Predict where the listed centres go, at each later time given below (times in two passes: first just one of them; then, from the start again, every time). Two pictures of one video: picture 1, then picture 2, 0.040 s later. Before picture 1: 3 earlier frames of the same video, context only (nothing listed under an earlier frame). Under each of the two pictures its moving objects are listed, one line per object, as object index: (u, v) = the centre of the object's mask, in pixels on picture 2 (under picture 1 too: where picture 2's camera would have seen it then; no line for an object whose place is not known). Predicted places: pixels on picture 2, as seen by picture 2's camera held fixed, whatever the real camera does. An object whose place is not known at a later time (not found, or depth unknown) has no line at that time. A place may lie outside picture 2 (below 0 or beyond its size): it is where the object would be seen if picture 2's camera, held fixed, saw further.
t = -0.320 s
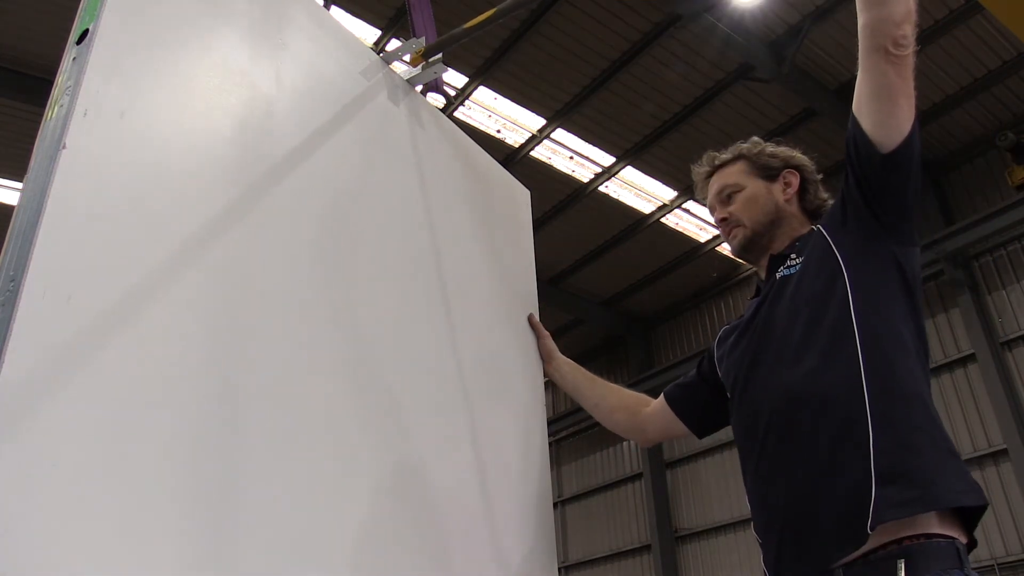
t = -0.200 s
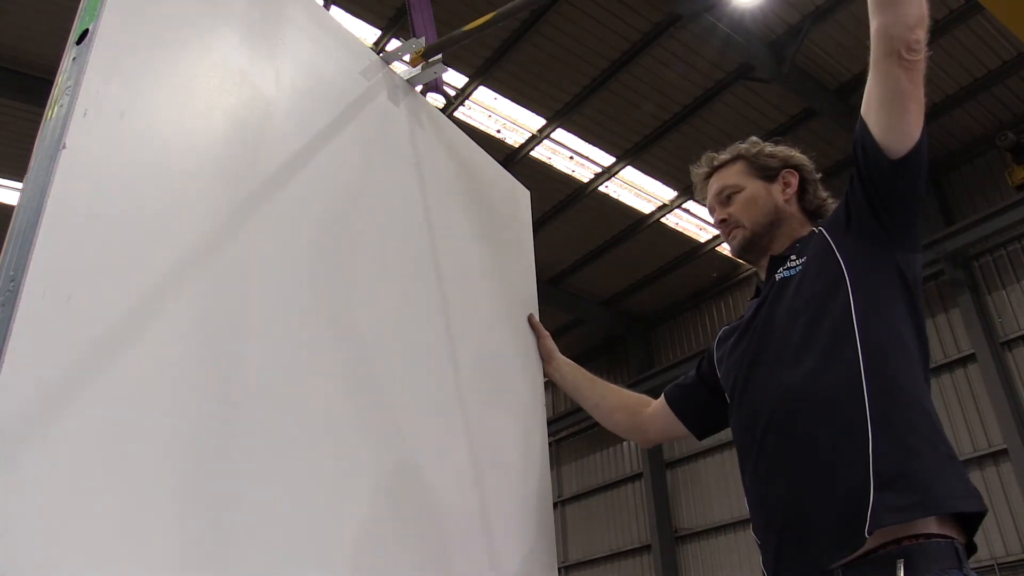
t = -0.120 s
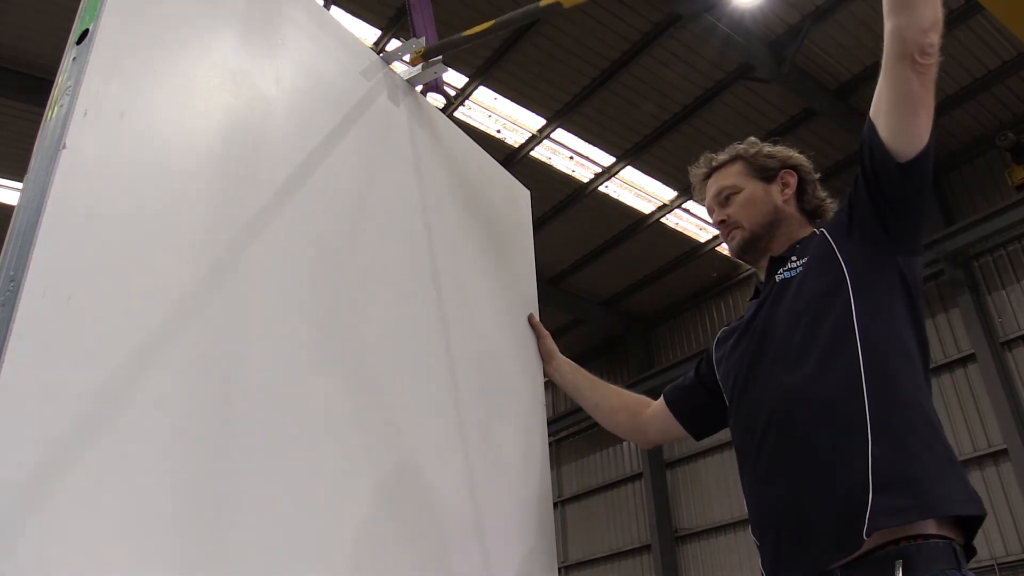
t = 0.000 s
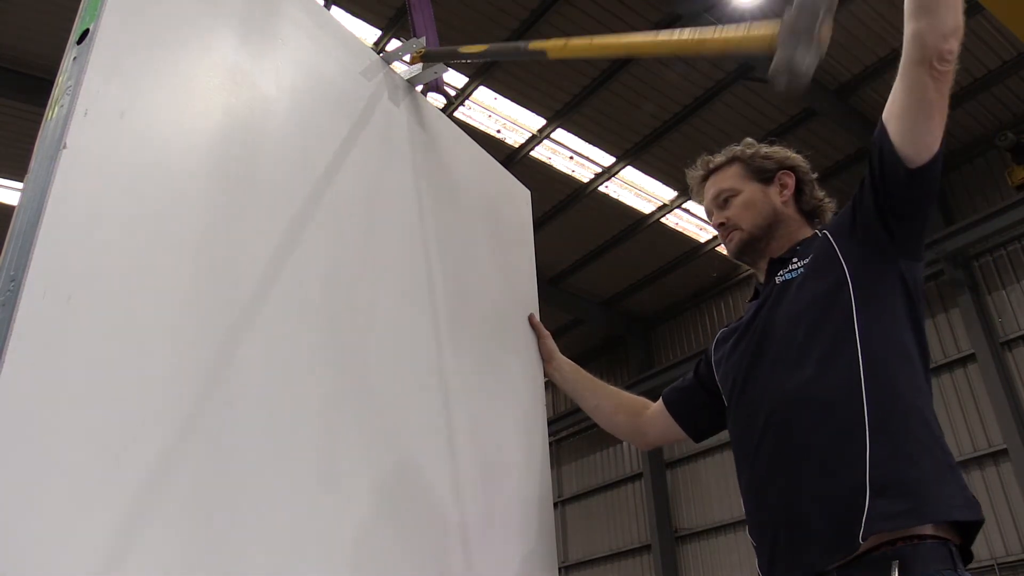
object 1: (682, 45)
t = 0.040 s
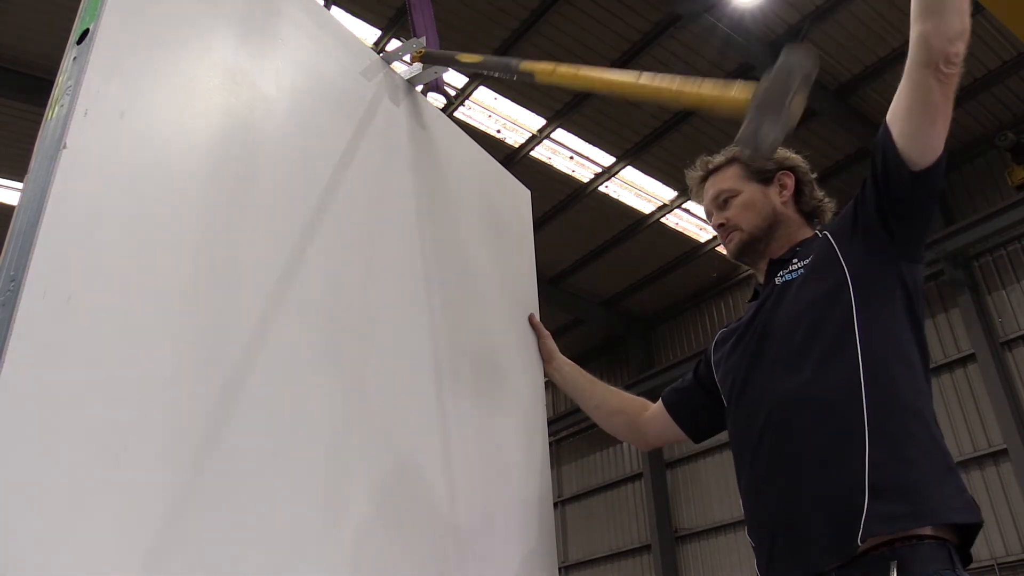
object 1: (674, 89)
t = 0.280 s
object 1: (427, 312)
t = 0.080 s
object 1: (645, 145)
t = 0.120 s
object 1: (601, 213)
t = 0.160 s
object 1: (550, 261)
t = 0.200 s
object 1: (483, 291)
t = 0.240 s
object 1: (429, 311)
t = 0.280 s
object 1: (427, 312)
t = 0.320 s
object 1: (445, 304)
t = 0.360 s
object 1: (463, 297)
